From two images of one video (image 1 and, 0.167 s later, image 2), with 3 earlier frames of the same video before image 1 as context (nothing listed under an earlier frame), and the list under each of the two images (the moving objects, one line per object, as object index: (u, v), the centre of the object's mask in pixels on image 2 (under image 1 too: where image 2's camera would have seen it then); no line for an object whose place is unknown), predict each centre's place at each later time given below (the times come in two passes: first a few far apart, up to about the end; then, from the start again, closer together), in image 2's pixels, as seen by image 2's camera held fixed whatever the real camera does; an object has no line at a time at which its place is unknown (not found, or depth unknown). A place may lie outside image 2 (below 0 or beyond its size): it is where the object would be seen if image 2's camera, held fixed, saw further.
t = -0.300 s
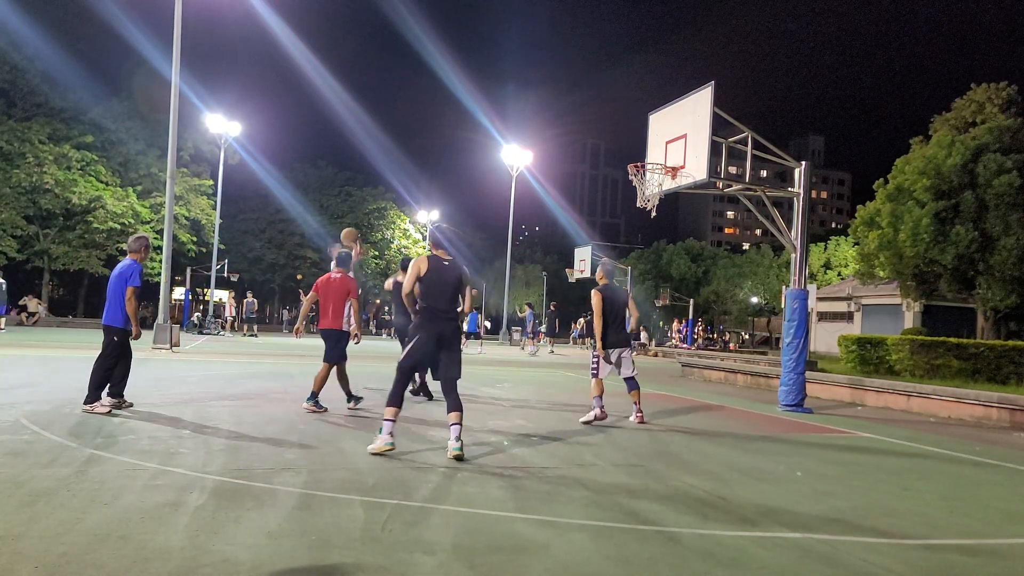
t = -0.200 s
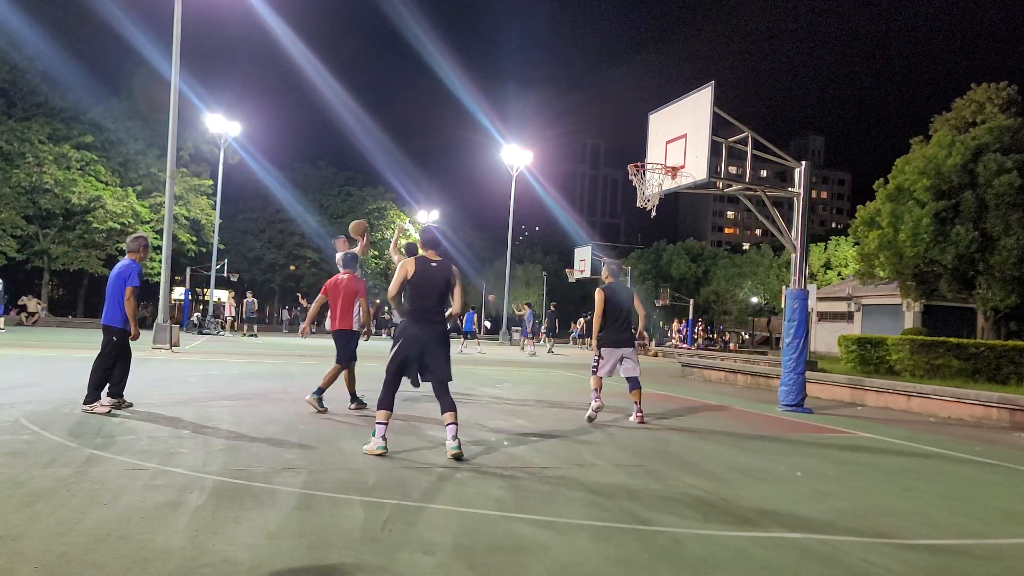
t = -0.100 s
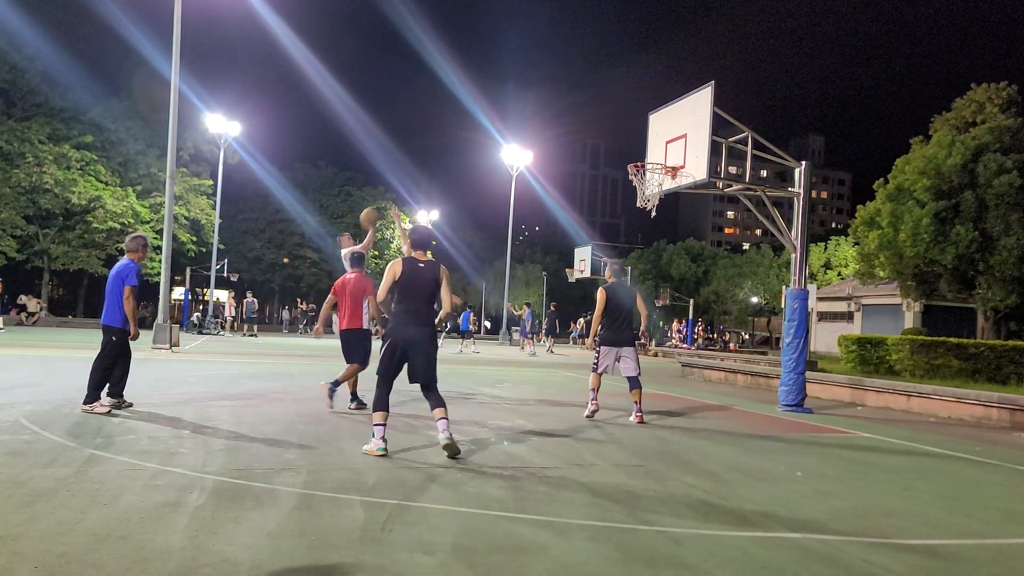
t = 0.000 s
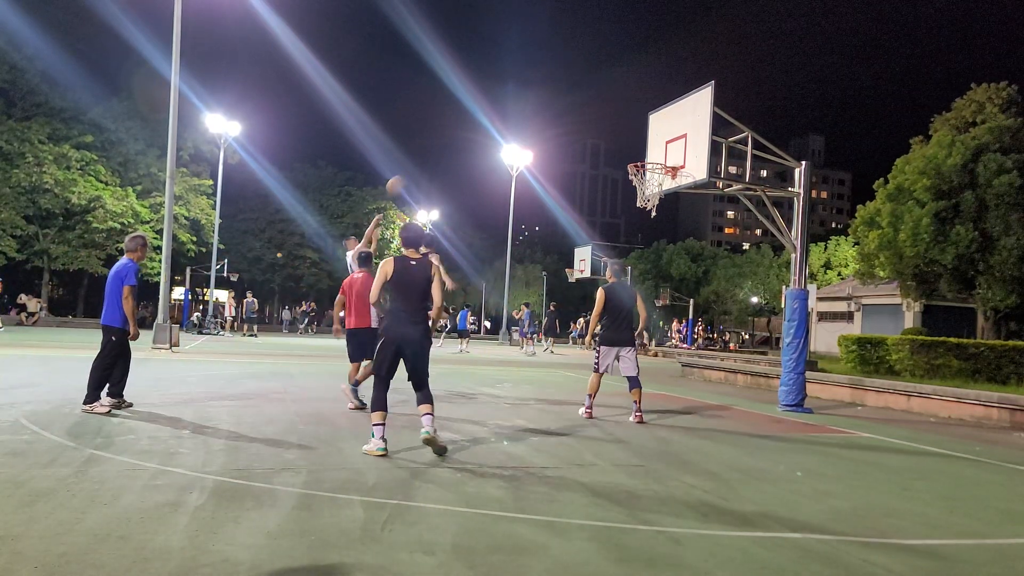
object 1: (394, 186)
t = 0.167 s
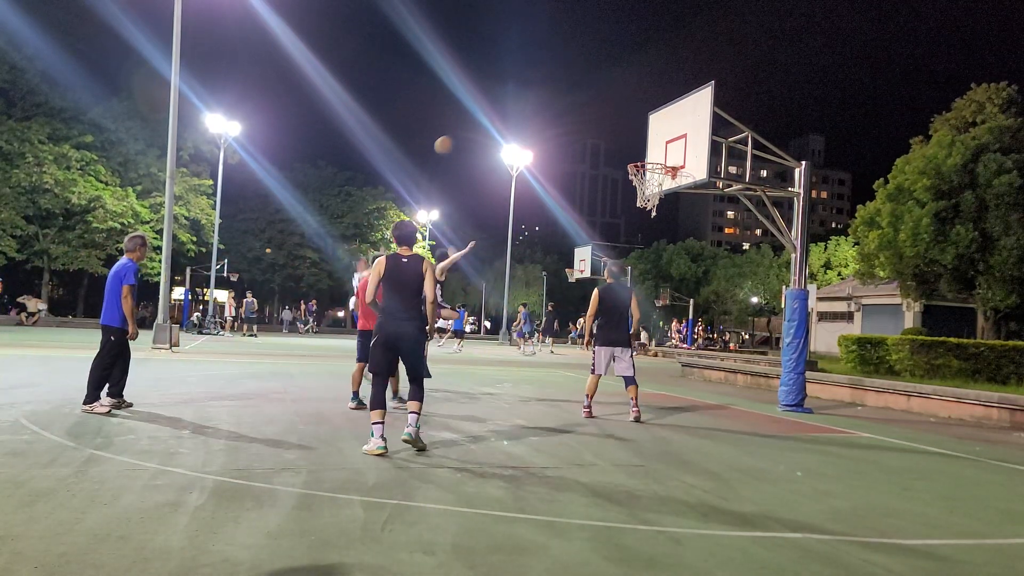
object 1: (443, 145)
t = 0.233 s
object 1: (463, 134)
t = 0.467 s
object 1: (531, 119)
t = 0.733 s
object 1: (606, 150)
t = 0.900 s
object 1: (593, 167)
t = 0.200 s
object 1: (453, 139)
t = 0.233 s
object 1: (463, 134)
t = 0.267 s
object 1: (471, 130)
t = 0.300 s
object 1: (480, 126)
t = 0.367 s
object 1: (501, 120)
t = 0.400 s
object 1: (510, 118)
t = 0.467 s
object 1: (531, 119)
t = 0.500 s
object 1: (539, 120)
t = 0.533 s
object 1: (549, 122)
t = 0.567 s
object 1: (558, 125)
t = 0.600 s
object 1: (568, 128)
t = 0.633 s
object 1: (578, 132)
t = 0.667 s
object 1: (587, 137)
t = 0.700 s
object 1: (597, 143)
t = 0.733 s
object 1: (606, 150)
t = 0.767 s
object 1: (616, 157)
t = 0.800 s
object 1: (621, 164)
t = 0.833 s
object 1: (612, 164)
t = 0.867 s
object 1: (603, 165)
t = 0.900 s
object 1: (593, 167)
